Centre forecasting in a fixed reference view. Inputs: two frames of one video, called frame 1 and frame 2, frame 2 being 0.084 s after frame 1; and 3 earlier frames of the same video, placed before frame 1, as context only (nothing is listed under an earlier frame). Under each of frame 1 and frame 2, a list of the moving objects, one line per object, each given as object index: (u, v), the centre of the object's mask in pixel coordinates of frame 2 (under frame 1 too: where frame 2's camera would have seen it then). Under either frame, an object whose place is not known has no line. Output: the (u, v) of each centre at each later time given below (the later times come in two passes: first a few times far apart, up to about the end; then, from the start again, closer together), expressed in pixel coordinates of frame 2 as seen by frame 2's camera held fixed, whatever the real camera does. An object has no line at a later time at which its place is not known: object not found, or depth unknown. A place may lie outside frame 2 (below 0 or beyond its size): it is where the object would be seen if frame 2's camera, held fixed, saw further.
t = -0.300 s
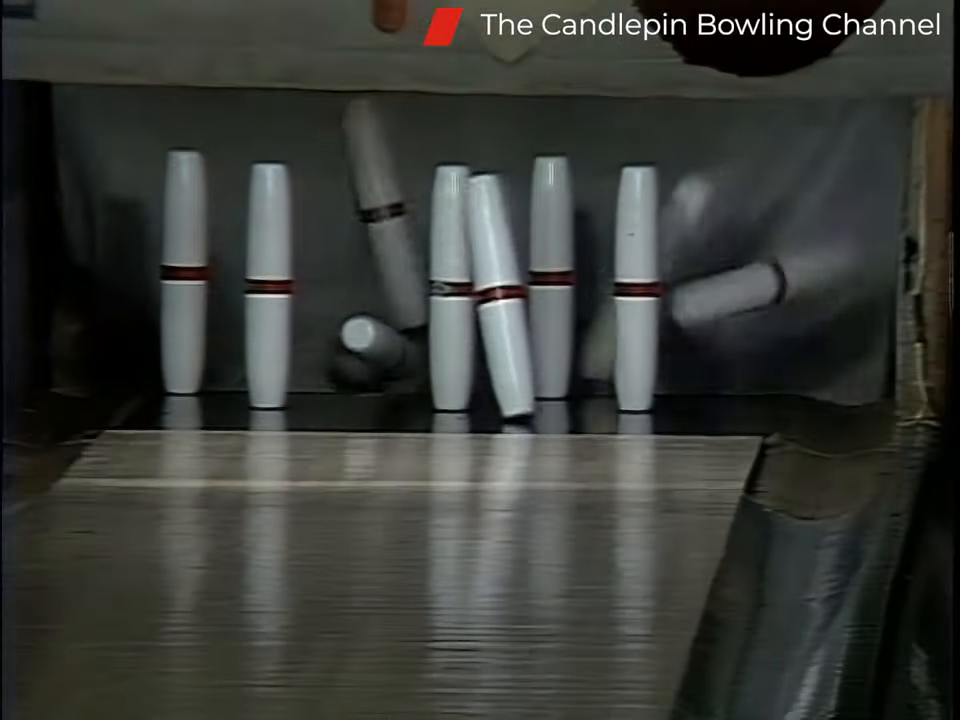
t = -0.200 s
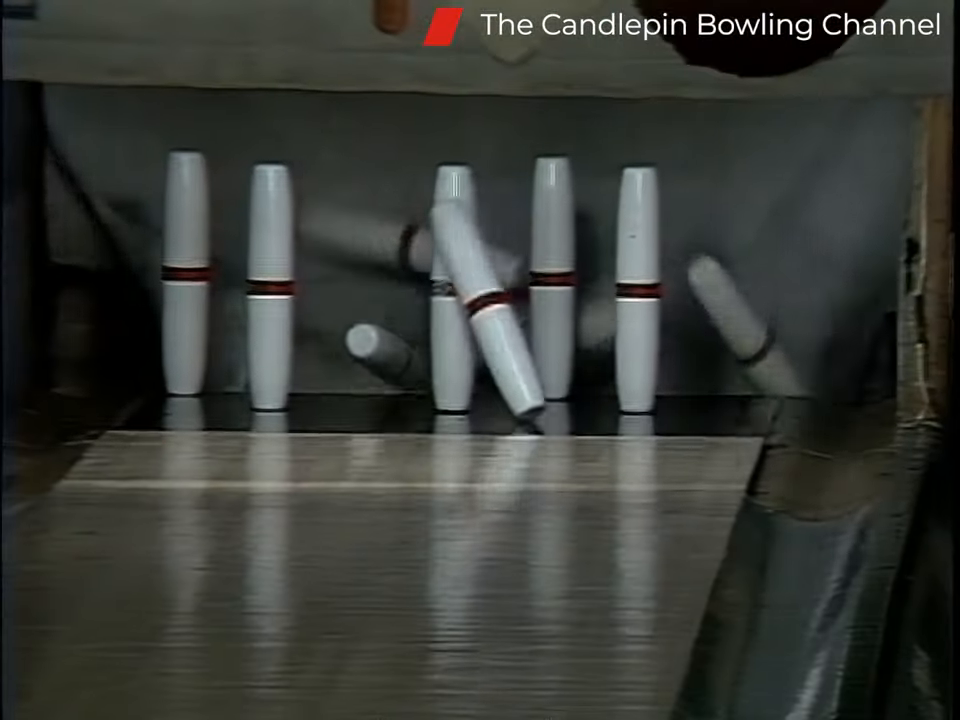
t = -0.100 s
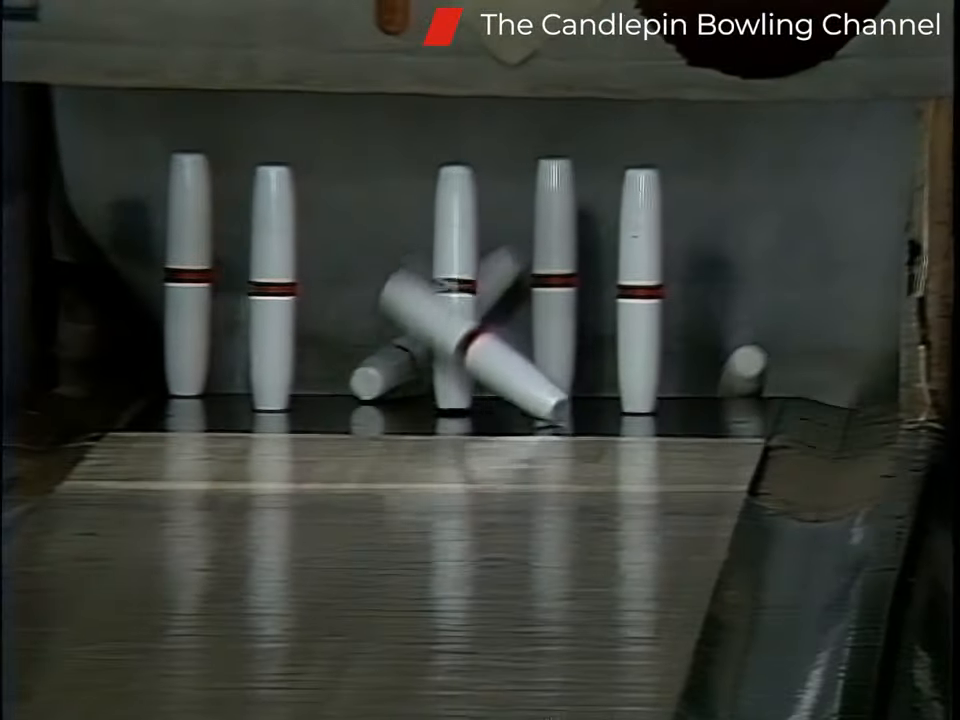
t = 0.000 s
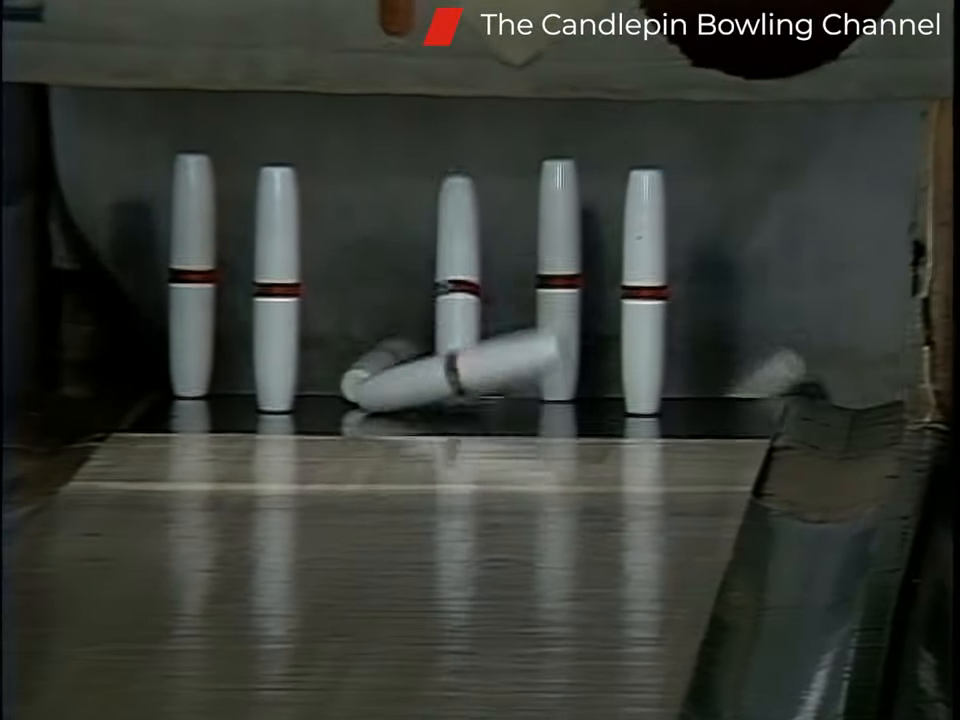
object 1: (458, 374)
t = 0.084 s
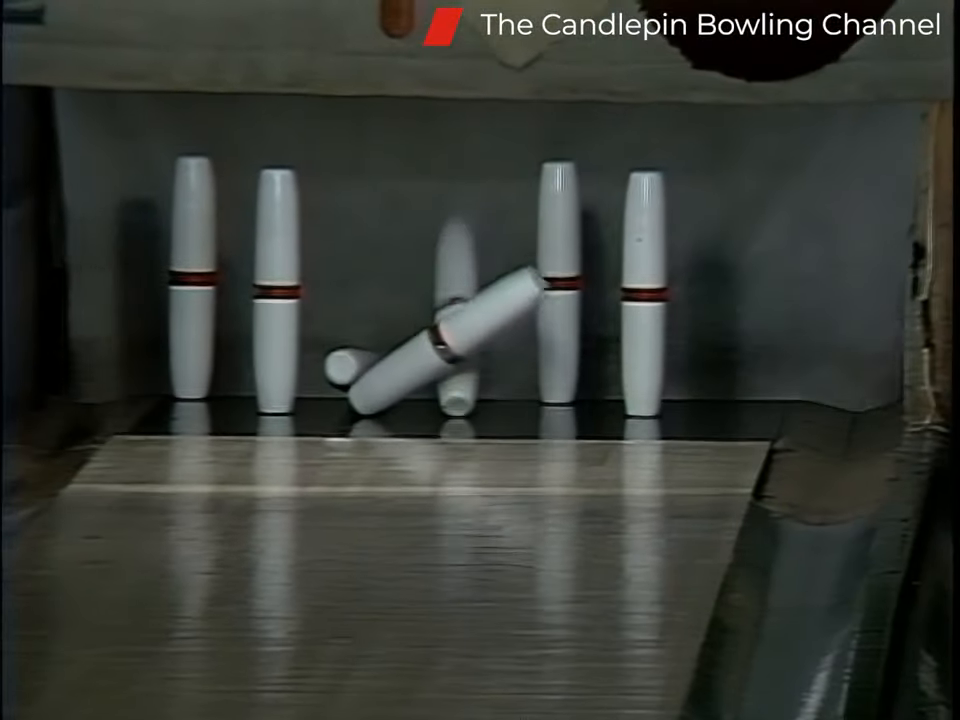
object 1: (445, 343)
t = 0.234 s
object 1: (431, 343)
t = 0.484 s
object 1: (438, 356)
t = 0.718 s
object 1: (441, 370)
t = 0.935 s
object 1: (440, 377)
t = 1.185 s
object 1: (444, 381)
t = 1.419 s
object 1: (447, 394)
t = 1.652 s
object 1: (453, 392)
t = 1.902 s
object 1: (460, 396)
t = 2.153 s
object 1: (465, 400)
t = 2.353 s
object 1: (469, 400)
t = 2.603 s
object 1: (475, 401)
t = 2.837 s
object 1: (480, 401)
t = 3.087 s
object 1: (484, 402)
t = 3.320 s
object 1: (488, 402)
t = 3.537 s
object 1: (491, 402)
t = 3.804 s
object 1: (495, 402)
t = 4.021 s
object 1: (496, 402)
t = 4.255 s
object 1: (497, 402)
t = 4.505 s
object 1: (497, 402)
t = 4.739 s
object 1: (498, 402)
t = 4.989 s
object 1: (498, 403)
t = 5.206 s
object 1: (497, 402)
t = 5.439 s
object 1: (496, 402)
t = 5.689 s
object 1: (497, 402)
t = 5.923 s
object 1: (498, 402)
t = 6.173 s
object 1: (497, 402)
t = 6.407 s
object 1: (497, 402)
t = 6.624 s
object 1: (497, 402)
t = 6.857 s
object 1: (498, 402)
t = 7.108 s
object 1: (498, 402)
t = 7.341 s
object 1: (497, 402)
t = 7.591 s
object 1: (497, 402)
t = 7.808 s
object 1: (497, 402)
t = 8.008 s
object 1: (497, 402)
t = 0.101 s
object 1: (443, 339)
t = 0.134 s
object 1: (438, 335)
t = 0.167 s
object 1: (434, 334)
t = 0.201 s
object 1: (432, 337)
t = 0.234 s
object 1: (431, 343)
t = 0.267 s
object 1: (432, 355)
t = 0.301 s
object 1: (431, 372)
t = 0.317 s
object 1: (428, 385)
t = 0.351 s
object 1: (436, 393)
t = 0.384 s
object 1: (431, 373)
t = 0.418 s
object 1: (433, 362)
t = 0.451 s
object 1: (436, 357)
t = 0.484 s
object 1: (438, 356)
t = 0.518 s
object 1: (439, 359)
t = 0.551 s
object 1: (440, 367)
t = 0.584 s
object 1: (438, 381)
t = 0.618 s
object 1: (440, 392)
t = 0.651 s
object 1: (440, 384)
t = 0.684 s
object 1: (440, 375)
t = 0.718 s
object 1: (441, 370)
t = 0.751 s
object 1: (440, 370)
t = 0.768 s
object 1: (440, 370)
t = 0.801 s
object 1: (439, 377)
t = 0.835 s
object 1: (439, 388)
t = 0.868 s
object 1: (436, 394)
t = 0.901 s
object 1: (439, 383)
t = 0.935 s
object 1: (440, 377)
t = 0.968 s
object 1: (442, 375)
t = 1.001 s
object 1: (443, 378)
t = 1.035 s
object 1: (445, 386)
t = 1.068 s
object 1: (447, 398)
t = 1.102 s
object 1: (444, 389)
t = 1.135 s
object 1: (445, 382)
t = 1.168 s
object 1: (444, 380)
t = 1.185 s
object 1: (444, 381)
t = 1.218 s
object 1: (444, 387)
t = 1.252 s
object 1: (445, 395)
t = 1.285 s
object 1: (441, 394)
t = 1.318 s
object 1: (446, 387)
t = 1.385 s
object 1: (450, 388)
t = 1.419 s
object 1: (447, 394)
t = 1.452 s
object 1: (451, 396)
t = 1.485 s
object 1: (449, 390)
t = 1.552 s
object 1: (449, 392)
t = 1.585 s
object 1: (451, 397)
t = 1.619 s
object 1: (450, 395)
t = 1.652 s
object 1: (453, 392)
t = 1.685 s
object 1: (455, 392)
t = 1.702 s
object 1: (455, 394)
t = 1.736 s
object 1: (456, 399)
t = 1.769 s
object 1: (456, 395)
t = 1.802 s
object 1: (455, 394)
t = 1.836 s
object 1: (456, 397)
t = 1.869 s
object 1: (457, 398)
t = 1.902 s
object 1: (460, 396)
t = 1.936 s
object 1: (461, 397)
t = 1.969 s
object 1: (461, 400)
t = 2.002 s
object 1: (461, 397)
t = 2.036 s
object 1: (461, 398)
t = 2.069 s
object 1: (462, 401)
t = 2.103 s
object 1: (464, 398)
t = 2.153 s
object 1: (465, 400)
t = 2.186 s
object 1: (465, 399)
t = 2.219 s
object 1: (466, 399)
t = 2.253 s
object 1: (467, 400)
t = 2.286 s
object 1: (467, 399)
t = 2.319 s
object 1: (468, 400)
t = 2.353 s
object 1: (469, 400)
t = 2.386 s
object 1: (470, 400)
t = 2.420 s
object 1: (471, 400)
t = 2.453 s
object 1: (471, 401)
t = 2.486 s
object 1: (472, 401)
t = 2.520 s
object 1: (473, 401)
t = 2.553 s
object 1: (473, 401)
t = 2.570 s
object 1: (474, 401)
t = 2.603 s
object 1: (475, 401)
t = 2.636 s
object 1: (477, 401)
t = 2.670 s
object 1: (477, 401)
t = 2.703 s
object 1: (478, 401)
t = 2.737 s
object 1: (478, 401)
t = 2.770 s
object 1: (479, 401)
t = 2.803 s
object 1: (479, 402)
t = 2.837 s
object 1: (480, 401)
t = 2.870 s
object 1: (480, 402)
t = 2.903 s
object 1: (481, 402)
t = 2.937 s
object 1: (481, 402)
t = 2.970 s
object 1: (482, 402)
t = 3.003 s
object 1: (483, 402)
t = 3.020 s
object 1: (483, 402)
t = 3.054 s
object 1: (484, 402)
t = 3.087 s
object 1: (484, 402)
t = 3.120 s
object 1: (484, 402)
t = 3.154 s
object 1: (485, 402)
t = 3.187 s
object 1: (485, 402)
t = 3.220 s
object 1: (486, 402)
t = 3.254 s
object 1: (486, 402)
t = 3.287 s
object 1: (487, 402)
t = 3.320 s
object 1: (488, 402)
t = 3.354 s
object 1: (488, 402)
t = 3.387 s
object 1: (488, 402)
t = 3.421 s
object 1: (489, 402)
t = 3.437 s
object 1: (489, 402)
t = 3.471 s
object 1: (490, 402)
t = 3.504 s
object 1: (491, 402)
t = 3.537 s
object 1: (491, 402)
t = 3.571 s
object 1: (492, 402)
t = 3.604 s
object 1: (493, 402)
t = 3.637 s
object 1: (493, 402)
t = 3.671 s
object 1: (494, 402)
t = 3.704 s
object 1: (494, 402)
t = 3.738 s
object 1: (494, 402)
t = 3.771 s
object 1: (495, 402)
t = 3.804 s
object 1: (495, 402)
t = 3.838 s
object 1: (495, 402)
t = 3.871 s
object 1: (495, 402)
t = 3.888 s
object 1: (495, 402)
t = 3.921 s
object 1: (496, 402)
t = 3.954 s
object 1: (496, 402)
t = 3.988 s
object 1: (496, 402)
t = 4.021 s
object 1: (496, 402)
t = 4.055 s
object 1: (497, 402)
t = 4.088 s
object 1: (497, 402)
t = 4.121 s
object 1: (497, 402)
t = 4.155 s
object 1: (497, 402)
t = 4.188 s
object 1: (497, 402)
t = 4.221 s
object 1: (497, 402)
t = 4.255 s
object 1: (497, 402)
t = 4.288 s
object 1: (497, 402)
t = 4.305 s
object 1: (497, 402)
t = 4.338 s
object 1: (497, 402)
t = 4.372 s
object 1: (497, 402)
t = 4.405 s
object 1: (497, 402)
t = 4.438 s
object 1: (497, 403)
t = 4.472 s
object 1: (498, 403)
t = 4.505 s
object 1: (497, 402)
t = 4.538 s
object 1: (498, 403)
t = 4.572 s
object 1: (498, 402)
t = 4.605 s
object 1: (498, 402)
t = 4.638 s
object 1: (498, 403)
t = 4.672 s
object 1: (498, 403)
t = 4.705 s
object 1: (498, 402)
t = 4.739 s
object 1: (498, 402)
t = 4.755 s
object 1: (498, 402)
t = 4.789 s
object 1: (498, 403)
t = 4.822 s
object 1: (498, 403)
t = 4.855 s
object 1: (498, 403)
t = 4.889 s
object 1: (498, 403)
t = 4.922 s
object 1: (498, 402)
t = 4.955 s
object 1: (498, 403)
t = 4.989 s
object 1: (498, 403)
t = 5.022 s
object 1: (498, 402)
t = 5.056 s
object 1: (497, 402)
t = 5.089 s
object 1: (497, 402)
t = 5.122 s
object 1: (497, 402)
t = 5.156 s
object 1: (497, 402)
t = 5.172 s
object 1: (497, 402)
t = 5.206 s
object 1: (497, 402)
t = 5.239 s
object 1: (497, 402)
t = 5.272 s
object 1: (497, 402)
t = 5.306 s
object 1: (497, 402)
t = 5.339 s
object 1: (497, 402)
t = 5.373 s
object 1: (496, 402)
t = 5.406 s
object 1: (496, 402)
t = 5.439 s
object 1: (496, 402)
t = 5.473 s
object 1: (496, 402)
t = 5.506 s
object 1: (496, 402)
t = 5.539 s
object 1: (496, 402)
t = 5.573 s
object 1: (496, 402)
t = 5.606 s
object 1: (497, 402)
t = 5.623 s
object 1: (497, 402)
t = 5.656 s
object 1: (497, 402)
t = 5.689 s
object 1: (497, 402)
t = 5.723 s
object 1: (497, 402)
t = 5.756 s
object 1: (497, 403)
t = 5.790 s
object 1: (497, 403)
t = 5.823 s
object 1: (497, 402)
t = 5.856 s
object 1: (498, 402)
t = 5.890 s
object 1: (498, 402)
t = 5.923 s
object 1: (498, 402)
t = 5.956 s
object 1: (497, 402)
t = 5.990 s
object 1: (497, 402)
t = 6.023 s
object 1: (497, 402)
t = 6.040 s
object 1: (497, 402)
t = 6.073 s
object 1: (497, 402)
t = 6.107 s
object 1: (497, 402)
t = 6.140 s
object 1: (497, 402)
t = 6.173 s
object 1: (497, 402)
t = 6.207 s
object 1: (497, 402)
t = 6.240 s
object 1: (497, 402)
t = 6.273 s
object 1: (497, 402)
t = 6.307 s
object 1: (497, 402)
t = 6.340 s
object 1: (497, 402)
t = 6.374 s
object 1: (497, 402)
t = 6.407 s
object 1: (497, 402)
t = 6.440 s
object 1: (497, 402)
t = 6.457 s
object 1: (497, 402)
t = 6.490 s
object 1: (497, 402)
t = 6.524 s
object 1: (497, 402)
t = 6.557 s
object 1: (497, 402)
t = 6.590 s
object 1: (497, 402)
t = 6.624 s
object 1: (497, 402)
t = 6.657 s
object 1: (497, 402)
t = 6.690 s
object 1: (497, 402)
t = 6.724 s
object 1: (497, 402)
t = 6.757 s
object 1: (497, 402)
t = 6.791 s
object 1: (497, 402)
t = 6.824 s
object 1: (497, 402)
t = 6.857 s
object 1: (498, 402)
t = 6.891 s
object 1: (497, 402)
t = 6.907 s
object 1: (497, 402)
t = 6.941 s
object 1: (498, 402)
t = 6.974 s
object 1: (498, 402)
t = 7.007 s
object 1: (497, 402)
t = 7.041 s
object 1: (498, 402)
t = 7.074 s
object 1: (498, 402)
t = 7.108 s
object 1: (498, 402)
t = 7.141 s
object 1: (498, 402)
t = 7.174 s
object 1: (498, 402)
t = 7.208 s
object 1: (498, 402)
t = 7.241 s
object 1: (497, 402)
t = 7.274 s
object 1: (498, 402)
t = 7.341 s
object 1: (497, 402)
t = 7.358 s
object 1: (497, 402)
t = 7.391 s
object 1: (497, 402)
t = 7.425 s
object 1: (497, 402)
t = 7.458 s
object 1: (497, 402)
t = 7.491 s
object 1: (497, 402)
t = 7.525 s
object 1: (497, 402)
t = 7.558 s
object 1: (497, 402)
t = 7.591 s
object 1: (497, 402)
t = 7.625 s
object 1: (497, 402)
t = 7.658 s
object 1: (497, 402)
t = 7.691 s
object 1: (497, 402)
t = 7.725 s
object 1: (497, 402)
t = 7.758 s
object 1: (497, 402)
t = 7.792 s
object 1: (497, 402)
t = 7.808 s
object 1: (497, 402)
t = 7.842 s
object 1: (497, 402)
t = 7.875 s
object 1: (497, 402)
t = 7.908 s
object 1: (497, 402)
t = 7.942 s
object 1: (497, 402)
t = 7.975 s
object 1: (497, 402)
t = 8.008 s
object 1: (497, 402)
